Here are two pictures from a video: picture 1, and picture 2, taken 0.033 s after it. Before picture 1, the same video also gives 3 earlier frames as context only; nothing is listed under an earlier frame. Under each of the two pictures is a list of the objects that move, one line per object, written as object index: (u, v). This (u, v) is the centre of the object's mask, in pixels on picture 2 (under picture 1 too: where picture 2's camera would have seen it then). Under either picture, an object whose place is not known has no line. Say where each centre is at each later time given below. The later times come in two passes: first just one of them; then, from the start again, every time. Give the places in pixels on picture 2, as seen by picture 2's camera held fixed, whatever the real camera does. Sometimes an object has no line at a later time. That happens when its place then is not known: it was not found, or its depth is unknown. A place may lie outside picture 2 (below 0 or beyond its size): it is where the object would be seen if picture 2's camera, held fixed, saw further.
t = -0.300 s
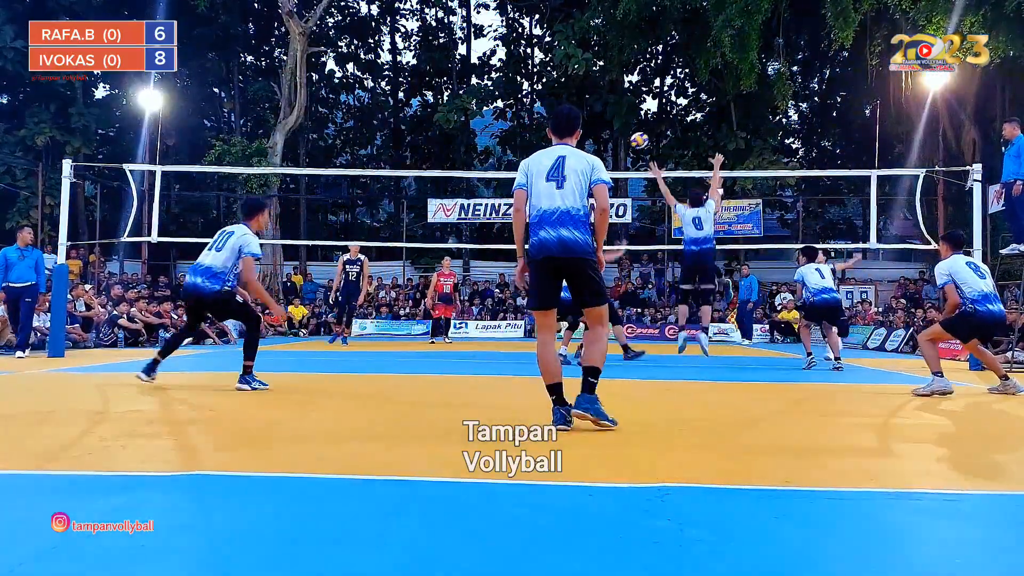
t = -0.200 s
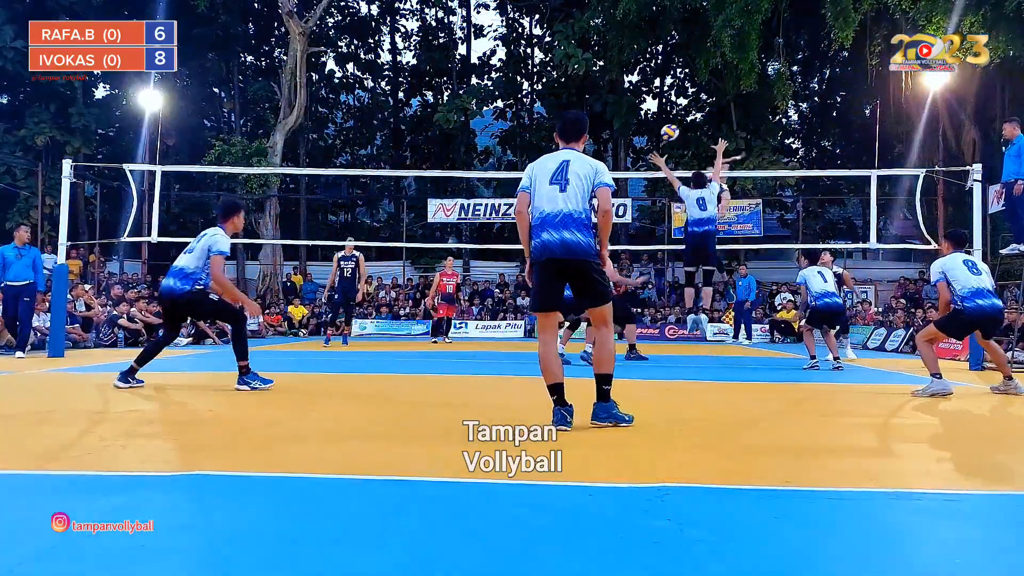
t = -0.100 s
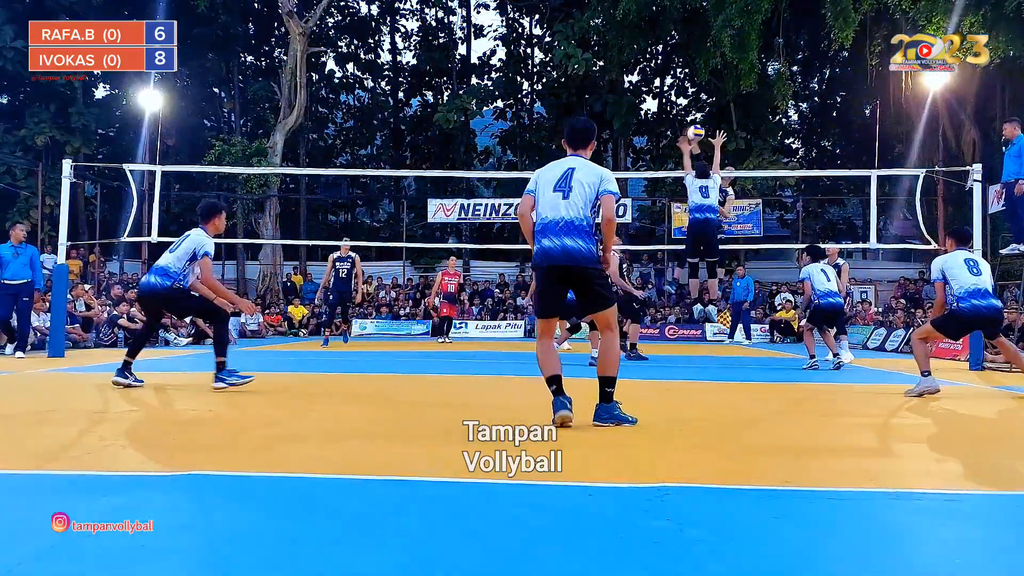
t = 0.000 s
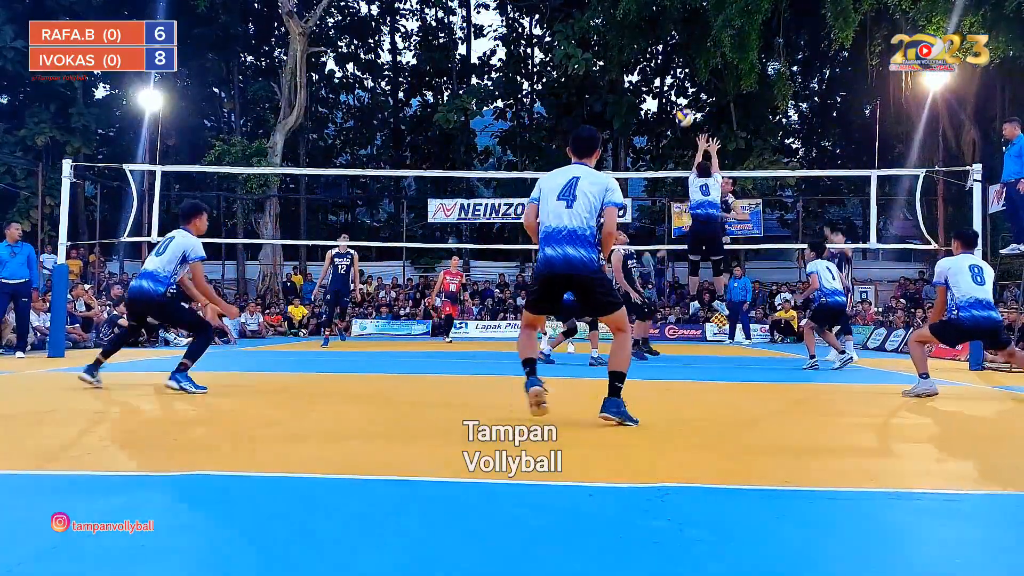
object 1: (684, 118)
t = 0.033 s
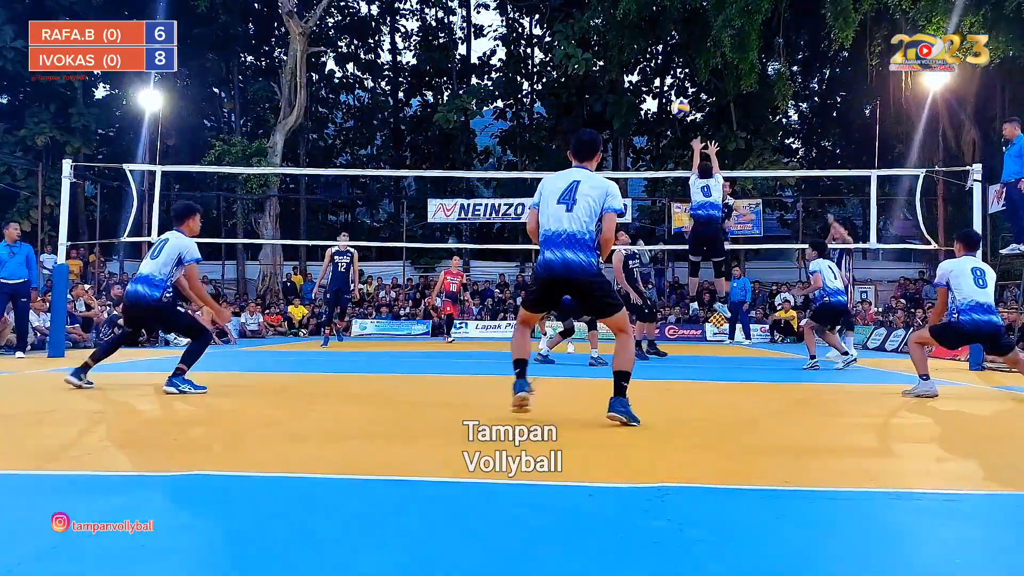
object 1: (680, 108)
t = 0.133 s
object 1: (667, 83)
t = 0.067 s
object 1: (676, 98)
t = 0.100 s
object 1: (672, 90)
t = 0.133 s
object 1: (667, 83)
